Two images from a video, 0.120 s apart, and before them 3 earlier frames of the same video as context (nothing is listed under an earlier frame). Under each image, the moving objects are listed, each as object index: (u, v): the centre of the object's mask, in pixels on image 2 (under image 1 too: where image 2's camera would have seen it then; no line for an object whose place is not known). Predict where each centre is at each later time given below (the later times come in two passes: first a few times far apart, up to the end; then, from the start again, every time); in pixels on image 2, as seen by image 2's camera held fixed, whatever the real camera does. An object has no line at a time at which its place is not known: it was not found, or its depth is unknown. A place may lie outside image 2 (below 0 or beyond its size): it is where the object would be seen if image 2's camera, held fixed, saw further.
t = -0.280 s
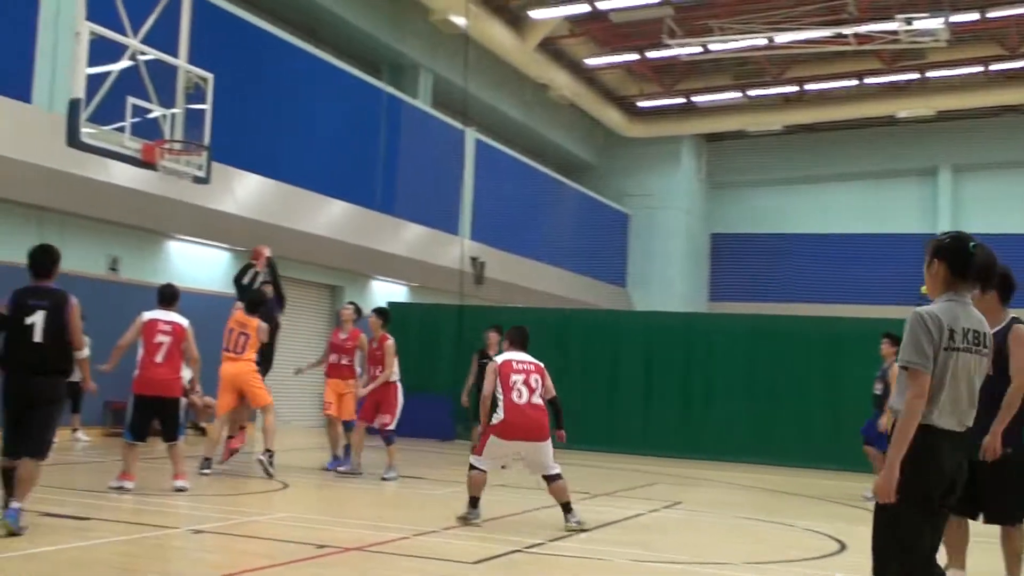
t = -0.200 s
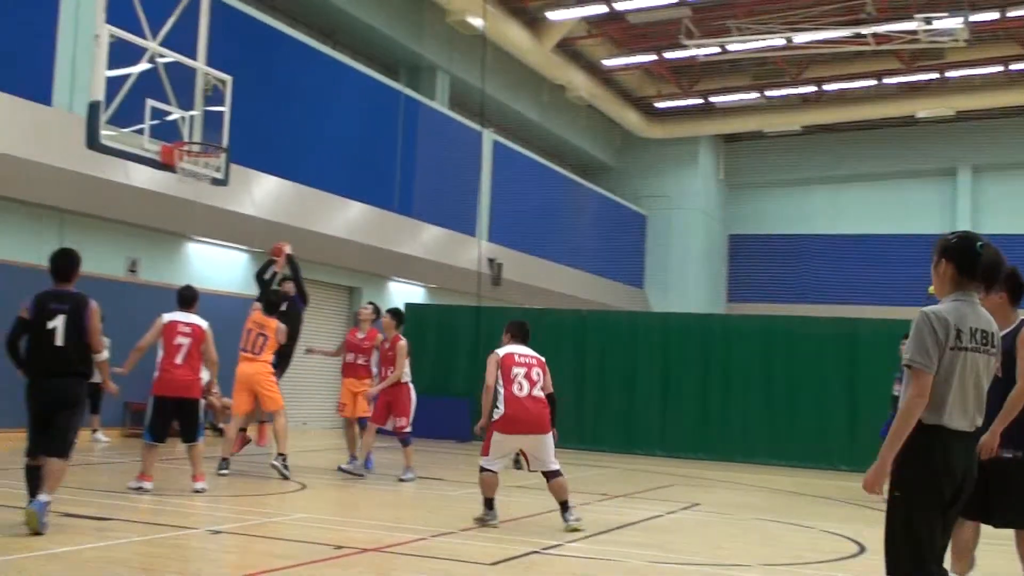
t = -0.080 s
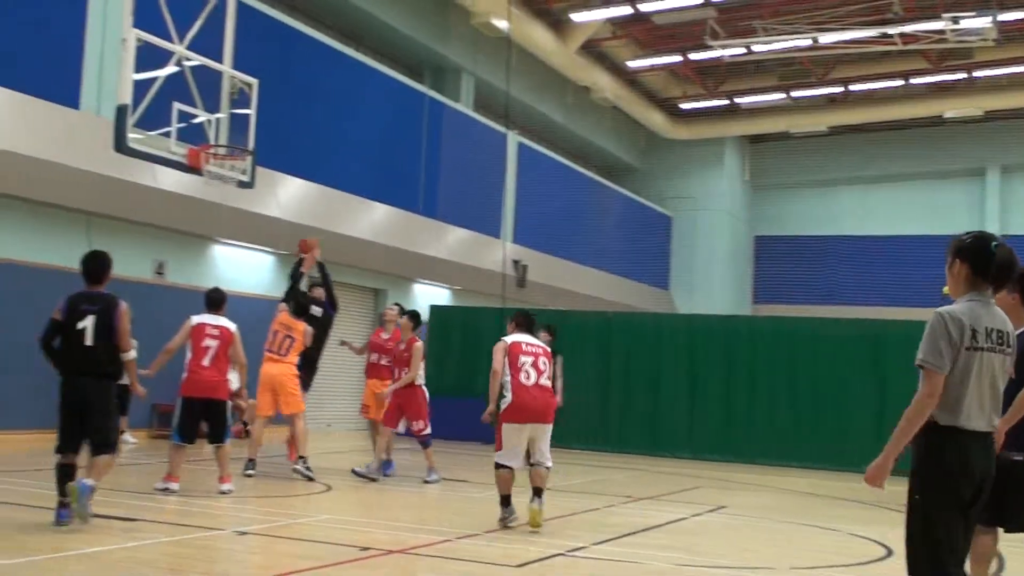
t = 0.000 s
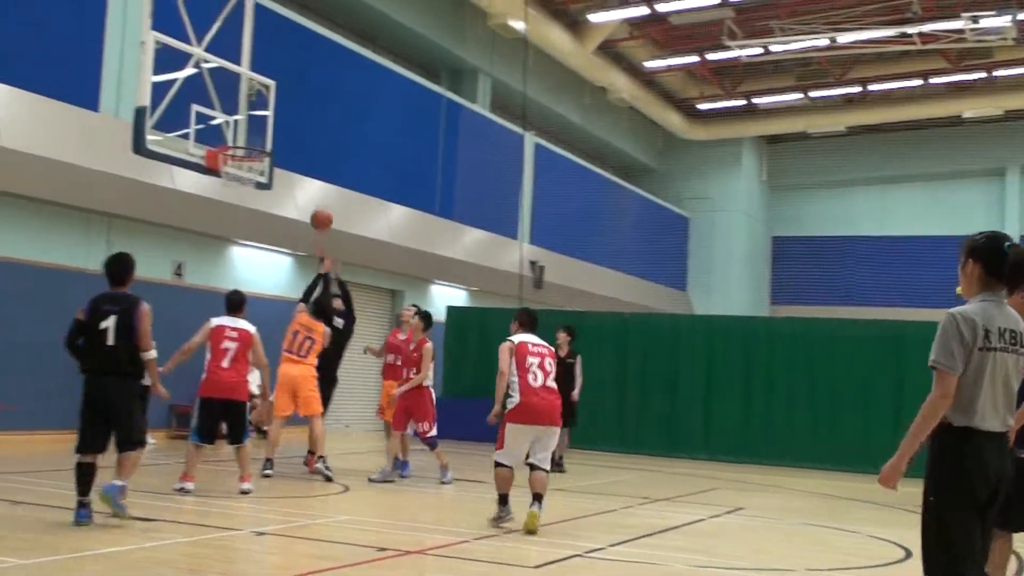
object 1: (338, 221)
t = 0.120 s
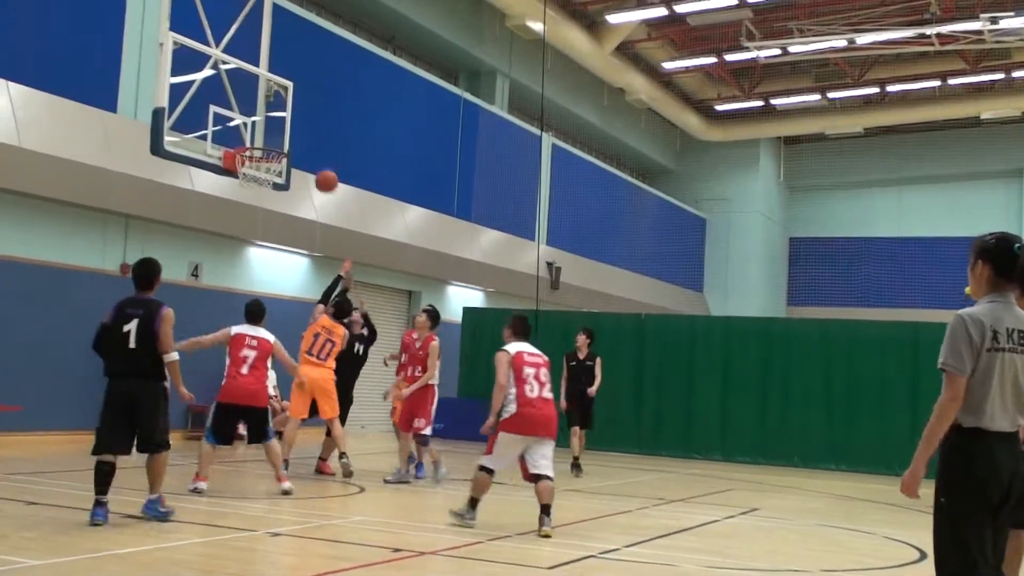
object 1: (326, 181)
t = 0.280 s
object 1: (308, 148)
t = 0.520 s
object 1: (276, 141)
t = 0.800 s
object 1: (268, 132)
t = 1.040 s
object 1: (286, 155)
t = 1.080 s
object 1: (284, 172)
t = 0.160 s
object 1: (322, 170)
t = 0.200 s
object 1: (318, 162)
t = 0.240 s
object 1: (313, 154)
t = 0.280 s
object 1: (308, 148)
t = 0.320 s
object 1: (303, 144)
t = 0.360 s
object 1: (298, 140)
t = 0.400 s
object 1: (293, 139)
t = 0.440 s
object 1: (287, 139)
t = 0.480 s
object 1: (282, 140)
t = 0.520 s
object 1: (276, 141)
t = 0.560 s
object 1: (270, 144)
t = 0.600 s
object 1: (269, 141)
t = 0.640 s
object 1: (268, 137)
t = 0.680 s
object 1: (269, 134)
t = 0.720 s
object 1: (269, 132)
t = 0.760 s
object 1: (269, 132)
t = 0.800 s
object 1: (268, 132)
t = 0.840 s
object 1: (268, 134)
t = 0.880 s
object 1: (269, 135)
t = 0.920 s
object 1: (270, 137)
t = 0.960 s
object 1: (273, 141)
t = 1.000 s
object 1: (275, 145)
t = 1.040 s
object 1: (286, 155)
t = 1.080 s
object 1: (284, 172)
